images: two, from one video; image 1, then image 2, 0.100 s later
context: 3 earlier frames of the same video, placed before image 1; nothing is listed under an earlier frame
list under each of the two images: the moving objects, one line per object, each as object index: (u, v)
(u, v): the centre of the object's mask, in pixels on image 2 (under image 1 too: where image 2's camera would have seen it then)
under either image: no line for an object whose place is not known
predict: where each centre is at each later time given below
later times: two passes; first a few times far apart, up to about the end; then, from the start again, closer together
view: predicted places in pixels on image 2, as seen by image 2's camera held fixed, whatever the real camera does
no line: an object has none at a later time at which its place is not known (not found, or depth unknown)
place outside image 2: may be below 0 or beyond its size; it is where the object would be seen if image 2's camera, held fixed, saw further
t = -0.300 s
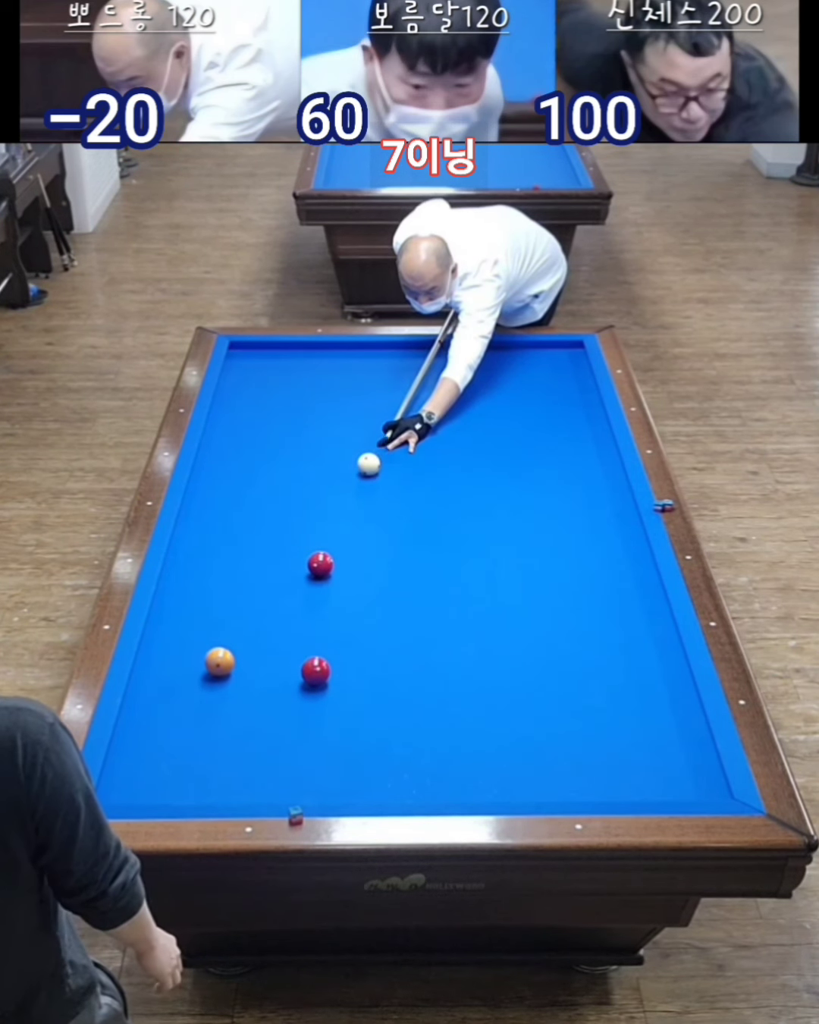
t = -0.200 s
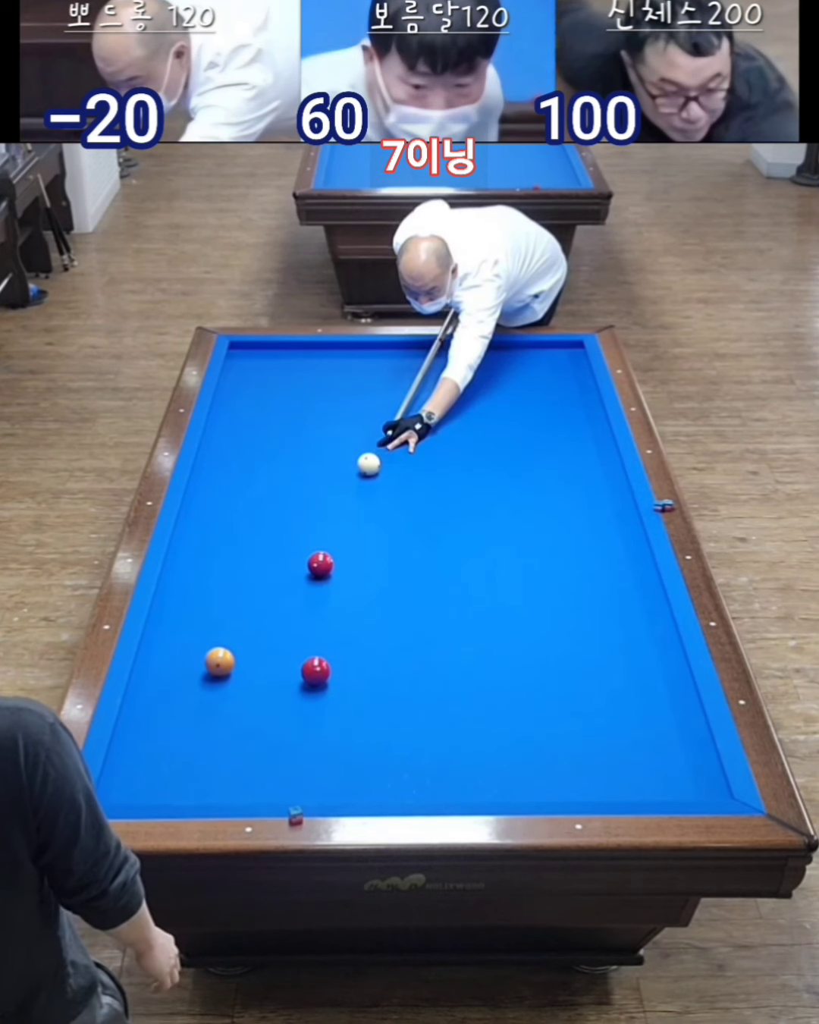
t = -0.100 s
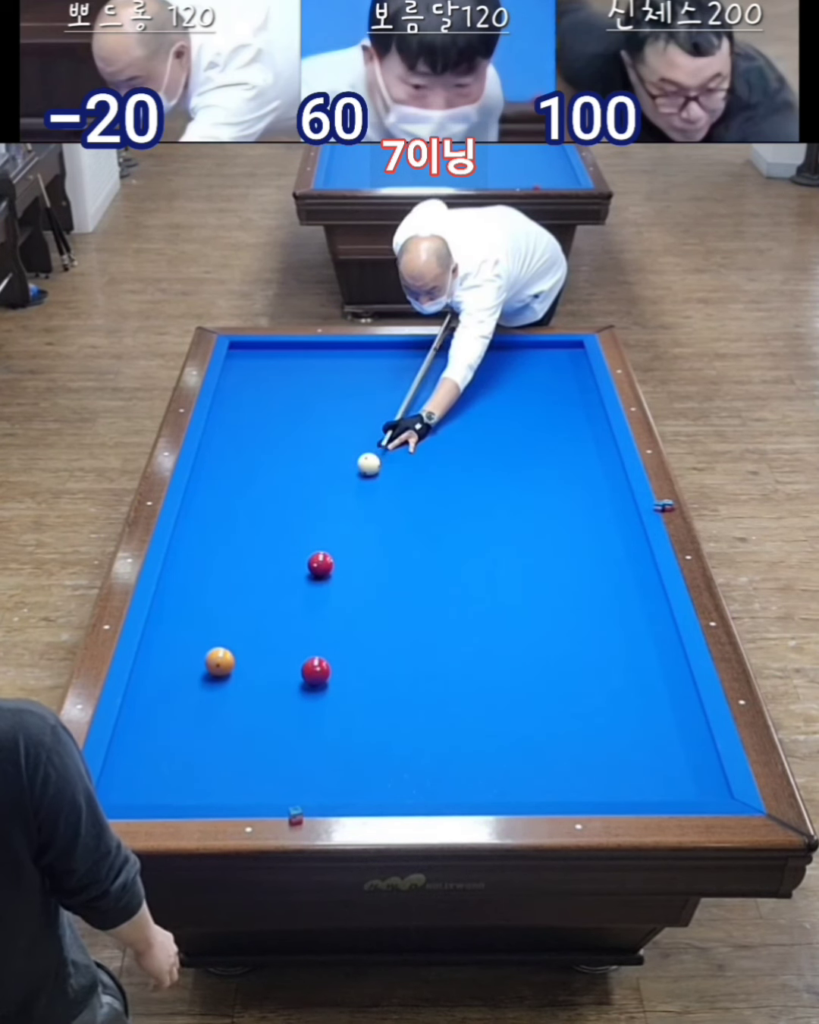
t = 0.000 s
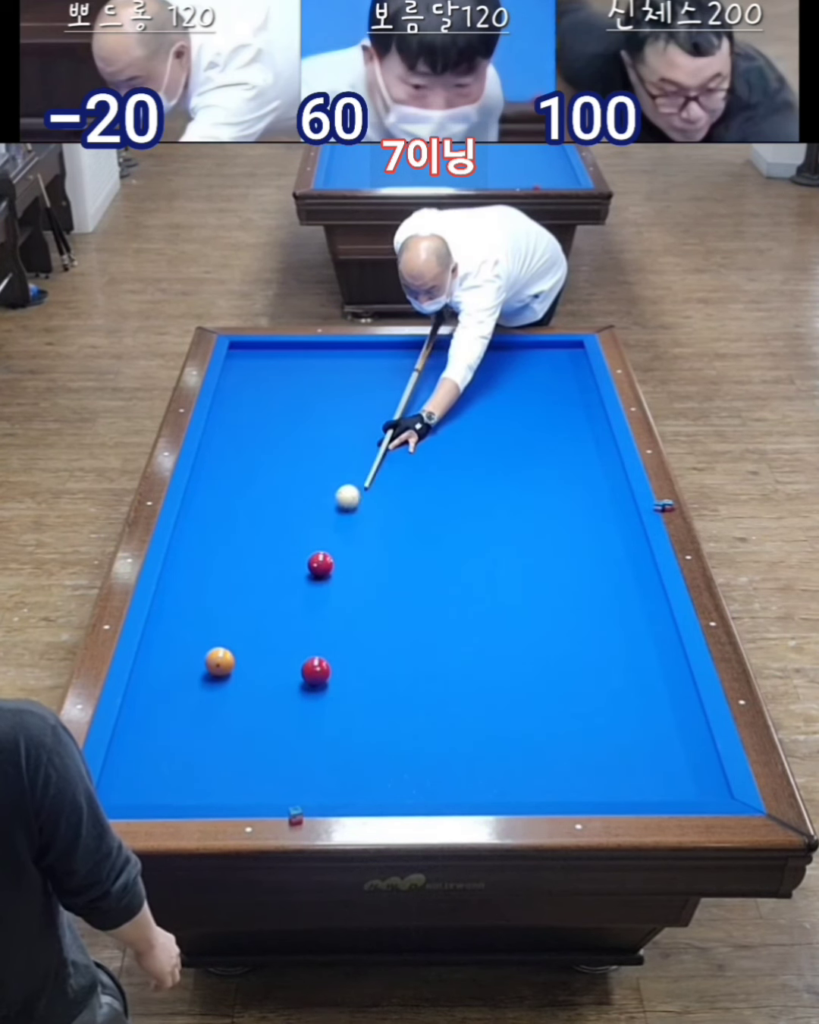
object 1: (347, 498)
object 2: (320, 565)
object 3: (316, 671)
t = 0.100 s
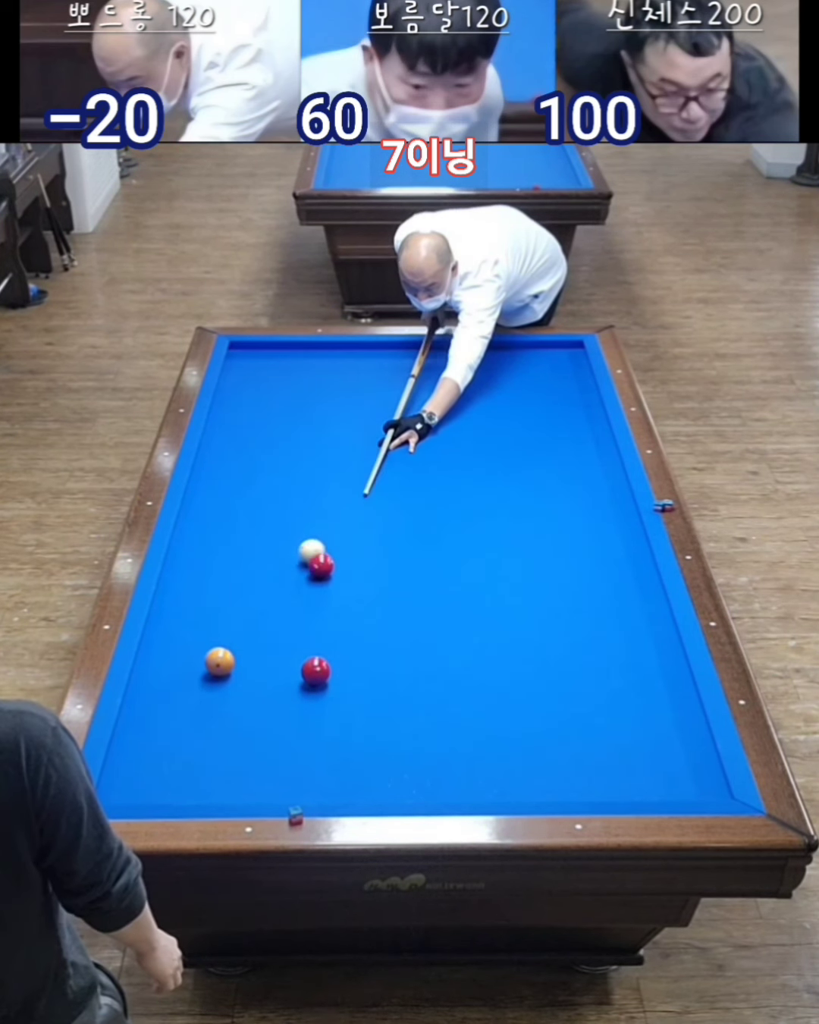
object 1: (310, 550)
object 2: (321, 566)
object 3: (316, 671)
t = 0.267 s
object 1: (219, 571)
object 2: (364, 648)
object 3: (316, 671)
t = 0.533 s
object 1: (214, 602)
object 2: (435, 786)
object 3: (316, 672)
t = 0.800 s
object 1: (270, 637)
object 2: (465, 712)
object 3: (316, 672)
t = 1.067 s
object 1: (315, 657)
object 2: (490, 653)
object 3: (330, 689)
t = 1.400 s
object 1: (353, 662)
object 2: (517, 589)
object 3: (363, 730)
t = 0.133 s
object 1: (292, 557)
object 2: (329, 582)
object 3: (316, 672)
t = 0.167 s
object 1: (272, 561)
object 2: (338, 598)
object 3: (316, 671)
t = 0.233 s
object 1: (236, 568)
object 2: (355, 631)
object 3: (316, 671)
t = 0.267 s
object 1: (219, 571)
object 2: (364, 648)
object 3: (316, 671)
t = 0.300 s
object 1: (202, 574)
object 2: (373, 666)
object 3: (316, 671)
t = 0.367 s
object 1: (171, 580)
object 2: (390, 700)
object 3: (316, 671)
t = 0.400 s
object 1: (180, 584)
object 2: (399, 717)
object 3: (316, 672)
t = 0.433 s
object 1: (190, 588)
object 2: (408, 734)
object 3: (316, 672)
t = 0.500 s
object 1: (207, 597)
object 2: (426, 769)
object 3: (316, 672)
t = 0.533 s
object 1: (214, 602)
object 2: (435, 786)
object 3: (316, 672)
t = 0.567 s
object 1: (221, 606)
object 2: (442, 788)
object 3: (316, 672)
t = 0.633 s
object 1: (235, 615)
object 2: (448, 763)
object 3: (316, 672)
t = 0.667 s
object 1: (242, 619)
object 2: (452, 751)
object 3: (316, 672)
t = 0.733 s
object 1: (256, 628)
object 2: (458, 730)
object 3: (316, 672)
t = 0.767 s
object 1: (263, 633)
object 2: (461, 721)
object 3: (316, 672)
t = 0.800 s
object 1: (270, 637)
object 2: (465, 712)
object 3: (316, 672)
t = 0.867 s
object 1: (285, 646)
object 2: (471, 696)
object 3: (316, 672)
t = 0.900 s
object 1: (292, 651)
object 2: (475, 689)
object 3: (316, 671)
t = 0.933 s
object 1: (298, 654)
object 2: (478, 681)
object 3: (316, 671)
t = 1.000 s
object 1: (307, 656)
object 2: (484, 667)
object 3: (323, 680)
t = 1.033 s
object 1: (311, 657)
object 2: (487, 660)
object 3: (327, 685)
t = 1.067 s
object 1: (315, 657)
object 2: (490, 653)
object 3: (330, 689)
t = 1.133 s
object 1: (323, 658)
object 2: (496, 639)
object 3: (337, 697)
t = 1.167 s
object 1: (326, 658)
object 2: (498, 633)
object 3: (340, 701)
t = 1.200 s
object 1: (330, 659)
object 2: (501, 626)
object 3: (343, 706)
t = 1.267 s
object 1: (338, 660)
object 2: (506, 613)
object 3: (350, 714)
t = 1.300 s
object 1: (341, 661)
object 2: (509, 607)
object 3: (353, 717)
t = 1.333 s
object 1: (345, 661)
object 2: (511, 601)
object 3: (356, 722)
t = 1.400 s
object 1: (353, 662)
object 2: (517, 589)
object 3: (363, 730)
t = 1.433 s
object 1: (356, 662)
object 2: (519, 583)
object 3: (366, 733)
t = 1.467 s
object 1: (360, 662)
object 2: (522, 577)
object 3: (370, 738)
